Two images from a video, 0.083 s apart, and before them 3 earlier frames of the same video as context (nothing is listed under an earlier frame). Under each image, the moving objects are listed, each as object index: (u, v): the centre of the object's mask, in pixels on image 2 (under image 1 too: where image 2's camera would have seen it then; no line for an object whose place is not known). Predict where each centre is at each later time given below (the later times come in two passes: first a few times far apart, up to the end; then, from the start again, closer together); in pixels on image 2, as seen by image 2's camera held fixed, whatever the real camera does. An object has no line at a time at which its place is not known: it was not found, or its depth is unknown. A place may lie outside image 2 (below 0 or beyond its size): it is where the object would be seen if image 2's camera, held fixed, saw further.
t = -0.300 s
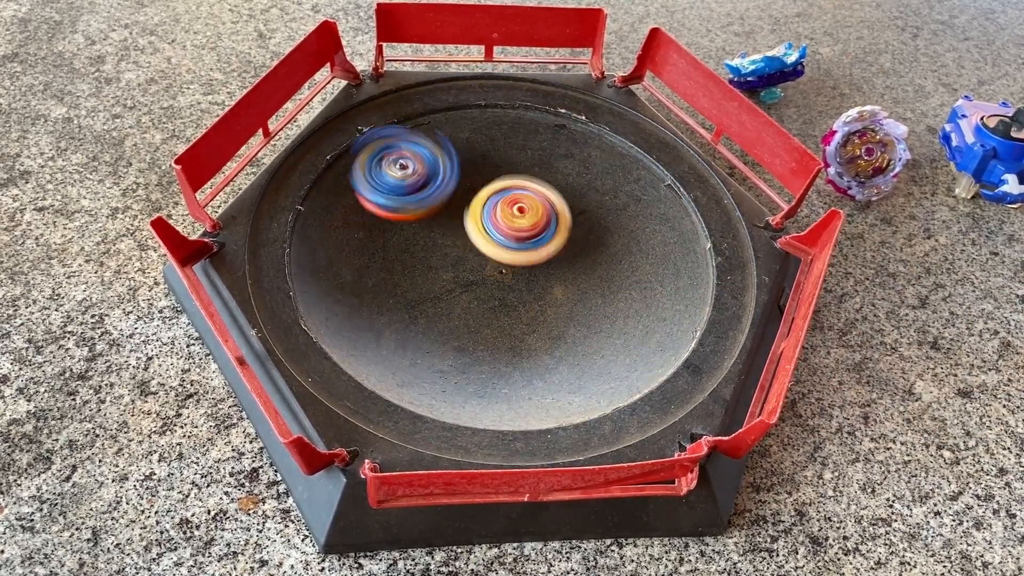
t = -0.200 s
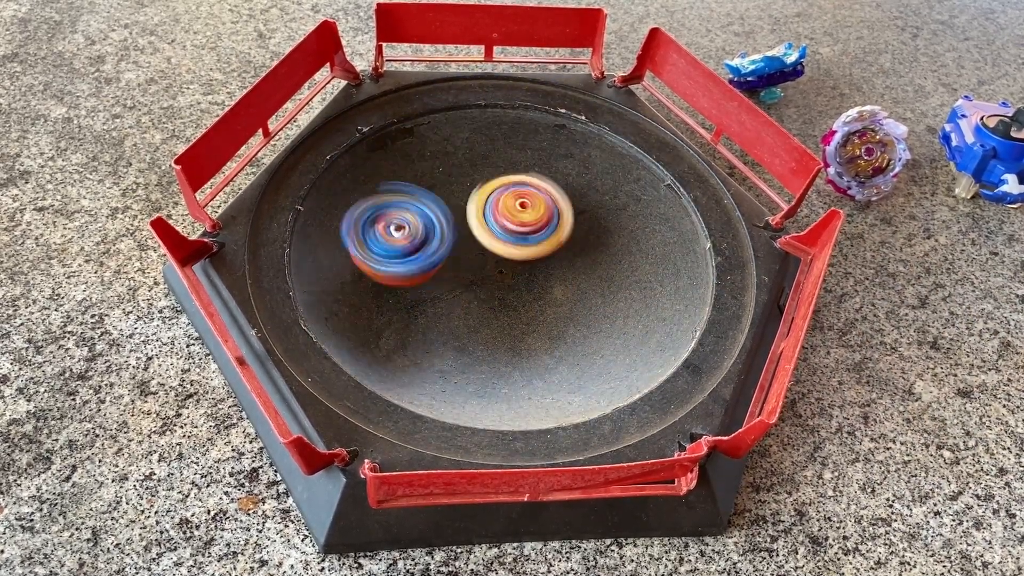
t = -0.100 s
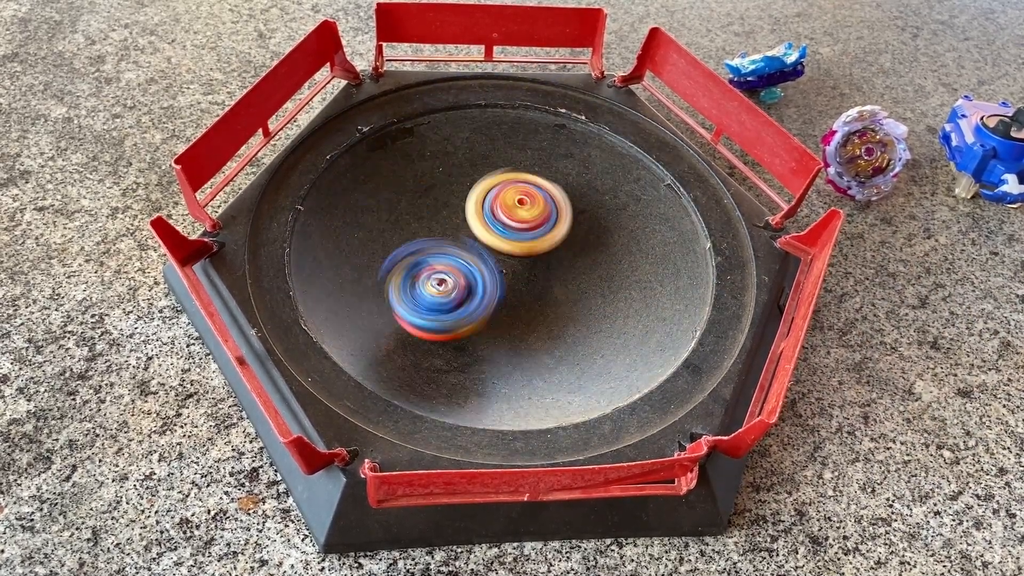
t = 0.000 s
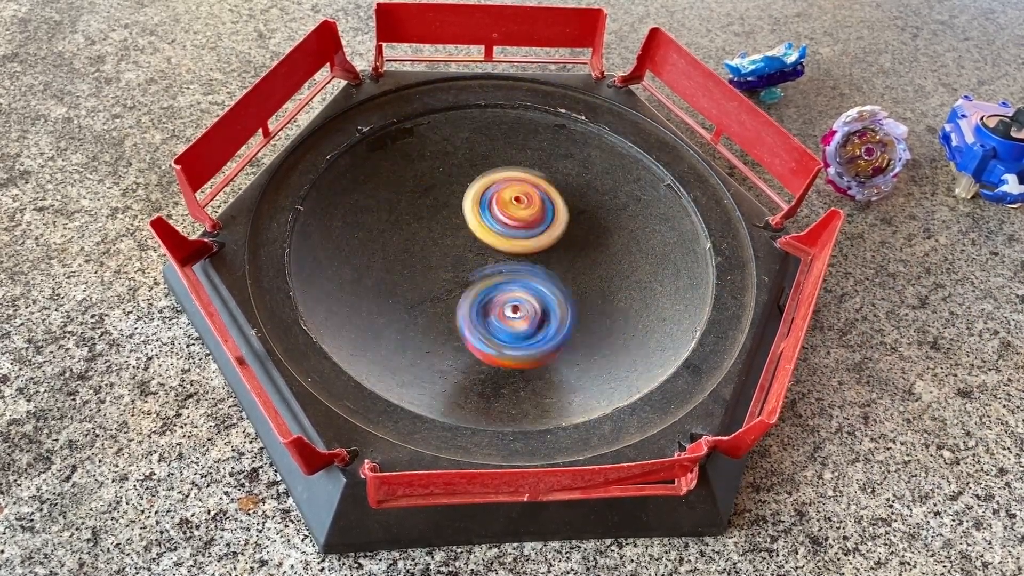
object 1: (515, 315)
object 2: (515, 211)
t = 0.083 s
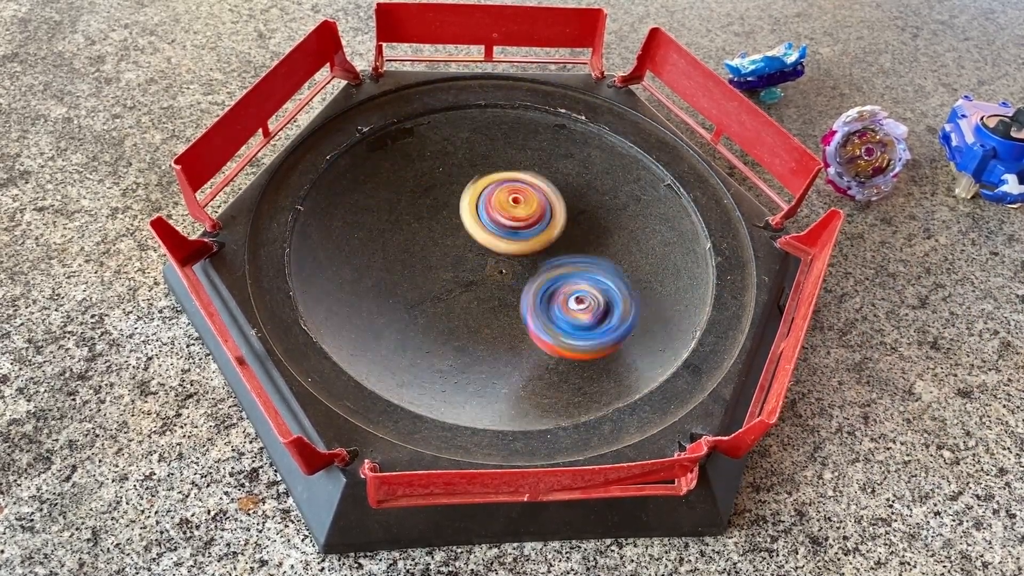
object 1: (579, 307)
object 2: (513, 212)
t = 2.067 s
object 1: (600, 154)
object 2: (462, 221)
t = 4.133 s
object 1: (500, 238)
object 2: (429, 176)
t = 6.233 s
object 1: (526, 266)
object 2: (388, 197)
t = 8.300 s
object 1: (468, 231)
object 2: (571, 286)
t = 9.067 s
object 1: (489, 243)
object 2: (415, 183)
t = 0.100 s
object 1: (589, 301)
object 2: (513, 211)
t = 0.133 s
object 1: (607, 289)
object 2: (511, 213)
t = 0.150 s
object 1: (615, 281)
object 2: (512, 212)
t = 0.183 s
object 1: (625, 264)
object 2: (508, 213)
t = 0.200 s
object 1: (628, 256)
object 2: (510, 213)
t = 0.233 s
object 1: (630, 237)
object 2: (506, 214)
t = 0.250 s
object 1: (628, 228)
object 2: (507, 215)
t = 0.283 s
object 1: (621, 210)
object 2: (504, 214)
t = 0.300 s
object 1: (614, 202)
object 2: (504, 216)
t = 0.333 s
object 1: (603, 187)
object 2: (502, 216)
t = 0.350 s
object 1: (597, 179)
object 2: (498, 218)
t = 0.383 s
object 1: (584, 164)
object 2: (491, 221)
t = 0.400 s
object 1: (577, 156)
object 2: (489, 223)
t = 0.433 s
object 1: (558, 143)
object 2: (486, 224)
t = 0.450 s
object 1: (547, 139)
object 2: (486, 224)
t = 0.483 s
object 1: (526, 131)
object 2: (486, 224)
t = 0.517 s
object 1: (502, 128)
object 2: (486, 225)
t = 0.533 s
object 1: (491, 129)
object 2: (485, 225)
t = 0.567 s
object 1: (468, 133)
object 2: (485, 226)
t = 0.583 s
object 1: (456, 137)
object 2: (485, 226)
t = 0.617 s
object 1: (437, 146)
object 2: (485, 226)
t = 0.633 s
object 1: (427, 148)
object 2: (486, 228)
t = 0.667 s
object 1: (407, 157)
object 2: (489, 233)
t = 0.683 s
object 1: (400, 163)
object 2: (489, 233)
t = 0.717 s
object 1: (385, 176)
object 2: (489, 237)
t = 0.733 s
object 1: (380, 184)
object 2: (490, 237)
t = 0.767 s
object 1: (375, 201)
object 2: (488, 238)
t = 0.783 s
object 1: (374, 211)
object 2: (489, 239)
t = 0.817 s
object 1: (377, 230)
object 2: (489, 239)
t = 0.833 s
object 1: (376, 239)
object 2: (491, 240)
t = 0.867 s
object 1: (380, 258)
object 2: (496, 240)
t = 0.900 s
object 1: (390, 275)
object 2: (499, 239)
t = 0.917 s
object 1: (397, 284)
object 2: (500, 239)
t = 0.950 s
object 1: (417, 298)
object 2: (501, 238)
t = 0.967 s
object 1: (427, 304)
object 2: (499, 237)
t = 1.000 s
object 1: (450, 313)
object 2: (495, 235)
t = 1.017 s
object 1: (465, 315)
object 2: (492, 233)
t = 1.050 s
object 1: (490, 316)
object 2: (490, 232)
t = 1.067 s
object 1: (503, 315)
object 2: (489, 229)
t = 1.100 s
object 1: (528, 313)
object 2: (489, 227)
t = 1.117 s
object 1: (539, 310)
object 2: (493, 227)
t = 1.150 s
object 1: (560, 301)
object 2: (496, 225)
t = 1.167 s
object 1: (568, 296)
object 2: (496, 225)
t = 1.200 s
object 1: (582, 283)
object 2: (498, 223)
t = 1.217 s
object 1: (589, 274)
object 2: (498, 223)
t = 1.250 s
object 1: (607, 263)
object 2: (490, 217)
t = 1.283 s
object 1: (648, 257)
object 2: (461, 203)
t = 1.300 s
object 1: (665, 253)
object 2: (448, 196)
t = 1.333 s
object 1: (687, 241)
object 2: (430, 185)
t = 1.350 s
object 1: (695, 233)
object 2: (425, 179)
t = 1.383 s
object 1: (705, 213)
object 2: (417, 169)
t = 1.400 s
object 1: (704, 205)
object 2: (415, 166)
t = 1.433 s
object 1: (706, 189)
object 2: (414, 158)
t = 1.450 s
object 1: (706, 183)
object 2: (415, 155)
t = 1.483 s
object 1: (708, 173)
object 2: (420, 150)
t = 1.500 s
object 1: (710, 169)
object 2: (425, 147)
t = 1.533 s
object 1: (715, 165)
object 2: (432, 145)
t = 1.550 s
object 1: (718, 163)
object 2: (436, 146)
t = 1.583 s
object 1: (722, 163)
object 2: (446, 145)
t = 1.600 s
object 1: (723, 163)
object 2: (450, 145)
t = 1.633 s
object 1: (722, 164)
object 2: (459, 149)
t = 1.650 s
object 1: (723, 163)
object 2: (465, 151)
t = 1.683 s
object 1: (722, 163)
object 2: (473, 157)
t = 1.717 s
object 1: (720, 164)
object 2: (480, 164)
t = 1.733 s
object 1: (721, 164)
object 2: (483, 168)
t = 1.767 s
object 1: (716, 165)
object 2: (489, 175)
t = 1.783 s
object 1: (713, 166)
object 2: (490, 177)
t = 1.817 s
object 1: (710, 169)
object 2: (495, 182)
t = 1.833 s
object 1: (707, 172)
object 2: (498, 185)
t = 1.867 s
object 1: (700, 172)
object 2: (502, 188)
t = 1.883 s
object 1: (693, 172)
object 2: (502, 189)
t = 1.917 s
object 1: (678, 175)
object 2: (503, 191)
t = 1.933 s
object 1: (666, 173)
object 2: (504, 192)
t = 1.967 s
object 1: (640, 172)
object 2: (502, 195)
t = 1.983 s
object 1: (625, 171)
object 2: (502, 199)
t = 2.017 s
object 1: (599, 171)
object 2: (501, 204)
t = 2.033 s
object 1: (587, 171)
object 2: (499, 206)
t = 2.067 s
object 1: (600, 154)
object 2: (462, 221)
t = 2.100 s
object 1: (614, 138)
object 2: (422, 239)
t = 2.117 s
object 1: (617, 131)
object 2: (405, 246)
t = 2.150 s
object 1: (615, 121)
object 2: (375, 258)
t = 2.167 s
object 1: (610, 117)
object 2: (362, 262)
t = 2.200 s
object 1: (596, 114)
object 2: (345, 269)
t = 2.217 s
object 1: (585, 113)
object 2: (342, 271)
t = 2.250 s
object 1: (568, 112)
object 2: (338, 274)
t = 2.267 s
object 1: (557, 112)
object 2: (337, 274)
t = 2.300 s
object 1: (540, 116)
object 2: (343, 273)
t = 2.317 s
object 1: (529, 120)
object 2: (348, 273)
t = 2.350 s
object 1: (513, 129)
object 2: (358, 271)
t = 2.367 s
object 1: (503, 135)
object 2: (363, 269)
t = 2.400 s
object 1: (490, 149)
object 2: (376, 267)
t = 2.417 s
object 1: (482, 157)
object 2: (384, 267)
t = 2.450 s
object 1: (473, 172)
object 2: (398, 264)
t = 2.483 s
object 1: (465, 188)
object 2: (411, 262)
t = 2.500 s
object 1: (465, 192)
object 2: (415, 264)
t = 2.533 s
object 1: (472, 183)
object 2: (423, 277)
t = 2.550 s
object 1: (472, 182)
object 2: (426, 283)
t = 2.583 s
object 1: (478, 178)
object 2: (433, 291)
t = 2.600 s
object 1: (479, 179)
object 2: (438, 294)
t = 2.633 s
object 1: (480, 179)
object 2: (445, 296)
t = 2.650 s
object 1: (479, 179)
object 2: (448, 295)
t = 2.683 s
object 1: (481, 181)
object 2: (457, 295)
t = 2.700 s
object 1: (480, 181)
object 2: (462, 295)
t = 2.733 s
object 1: (483, 184)
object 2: (470, 295)
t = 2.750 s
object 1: (483, 185)
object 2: (475, 296)
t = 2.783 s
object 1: (488, 188)
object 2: (484, 295)
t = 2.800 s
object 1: (488, 190)
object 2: (488, 294)
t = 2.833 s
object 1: (494, 192)
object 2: (499, 292)
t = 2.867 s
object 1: (499, 194)
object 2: (512, 289)
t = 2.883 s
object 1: (502, 196)
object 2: (521, 288)
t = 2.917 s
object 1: (508, 197)
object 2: (536, 285)
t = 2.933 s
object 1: (511, 199)
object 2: (545, 284)
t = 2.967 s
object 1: (518, 200)
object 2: (559, 280)
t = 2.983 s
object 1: (520, 202)
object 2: (565, 278)
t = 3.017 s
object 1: (524, 201)
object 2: (580, 274)
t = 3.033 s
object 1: (525, 202)
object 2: (587, 272)
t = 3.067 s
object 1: (529, 200)
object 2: (595, 268)
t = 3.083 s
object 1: (529, 200)
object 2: (599, 267)
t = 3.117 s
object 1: (532, 199)
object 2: (601, 262)
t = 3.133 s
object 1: (531, 198)
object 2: (602, 259)
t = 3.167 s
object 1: (531, 197)
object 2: (607, 256)
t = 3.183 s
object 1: (527, 196)
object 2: (608, 255)
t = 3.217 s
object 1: (524, 195)
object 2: (608, 250)
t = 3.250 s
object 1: (519, 194)
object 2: (609, 246)
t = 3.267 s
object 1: (515, 195)
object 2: (610, 244)
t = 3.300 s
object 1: (509, 195)
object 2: (608, 241)
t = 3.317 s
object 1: (506, 197)
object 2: (607, 238)
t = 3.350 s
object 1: (502, 199)
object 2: (604, 234)
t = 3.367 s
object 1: (498, 200)
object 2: (602, 231)
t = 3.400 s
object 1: (495, 203)
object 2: (599, 229)
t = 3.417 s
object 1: (493, 206)
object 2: (597, 228)
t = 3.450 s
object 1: (491, 209)
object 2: (592, 223)
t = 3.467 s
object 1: (489, 212)
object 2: (591, 221)
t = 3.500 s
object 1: (482, 216)
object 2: (589, 217)
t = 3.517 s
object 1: (477, 219)
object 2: (587, 214)
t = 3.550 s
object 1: (473, 223)
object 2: (579, 209)
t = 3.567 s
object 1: (470, 227)
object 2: (573, 207)
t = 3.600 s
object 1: (467, 232)
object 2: (563, 202)
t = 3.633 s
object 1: (463, 238)
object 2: (550, 195)
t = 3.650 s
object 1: (463, 240)
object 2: (542, 191)
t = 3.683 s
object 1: (462, 246)
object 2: (529, 184)
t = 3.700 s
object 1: (462, 249)
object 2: (521, 182)
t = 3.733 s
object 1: (462, 255)
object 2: (505, 174)
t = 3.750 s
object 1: (464, 258)
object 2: (500, 171)
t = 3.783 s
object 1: (467, 261)
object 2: (486, 167)
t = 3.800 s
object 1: (470, 262)
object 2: (480, 163)
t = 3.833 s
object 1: (474, 264)
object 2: (469, 159)
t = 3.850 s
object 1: (477, 264)
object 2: (464, 157)
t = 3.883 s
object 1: (482, 265)
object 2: (455, 154)
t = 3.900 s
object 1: (484, 266)
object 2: (451, 154)
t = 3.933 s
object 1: (489, 264)
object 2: (446, 152)
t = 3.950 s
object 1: (491, 263)
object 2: (443, 154)
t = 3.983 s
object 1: (495, 260)
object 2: (438, 155)
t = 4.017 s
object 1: (497, 257)
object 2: (436, 159)
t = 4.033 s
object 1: (498, 254)
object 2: (434, 162)
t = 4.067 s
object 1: (499, 250)
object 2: (433, 167)
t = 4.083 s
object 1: (501, 247)
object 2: (433, 169)
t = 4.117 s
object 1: (500, 243)
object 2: (430, 174)
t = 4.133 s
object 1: (500, 238)
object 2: (429, 176)
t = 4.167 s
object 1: (503, 238)
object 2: (424, 180)
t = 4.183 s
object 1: (506, 237)
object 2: (421, 182)
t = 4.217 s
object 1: (508, 235)
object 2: (418, 188)
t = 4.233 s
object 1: (510, 233)
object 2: (417, 189)
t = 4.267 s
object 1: (515, 233)
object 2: (415, 197)
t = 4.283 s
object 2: (414, 199)
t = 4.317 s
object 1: (518, 229)
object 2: (414, 205)
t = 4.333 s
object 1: (519, 227)
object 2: (413, 210)
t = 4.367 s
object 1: (521, 224)
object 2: (415, 214)
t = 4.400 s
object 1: (522, 218)
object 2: (417, 224)
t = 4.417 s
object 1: (521, 216)
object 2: (417, 227)
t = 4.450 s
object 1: (518, 209)
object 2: (422, 234)
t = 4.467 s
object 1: (517, 208)
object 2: (424, 240)
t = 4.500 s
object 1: (515, 201)
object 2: (426, 248)
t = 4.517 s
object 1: (515, 199)
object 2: (429, 254)
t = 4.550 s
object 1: (511, 192)
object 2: (432, 263)
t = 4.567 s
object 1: (509, 190)
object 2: (436, 268)
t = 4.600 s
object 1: (502, 185)
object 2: (440, 277)
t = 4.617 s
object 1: (501, 184)
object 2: (445, 280)
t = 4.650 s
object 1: (493, 181)
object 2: (451, 288)
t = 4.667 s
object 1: (490, 181)
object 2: (455, 290)
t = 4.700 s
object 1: (481, 181)
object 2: (463, 295)
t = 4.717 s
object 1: (479, 182)
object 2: (467, 296)
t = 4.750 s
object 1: (471, 184)
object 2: (477, 298)
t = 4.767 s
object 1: (470, 185)
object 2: (482, 299)
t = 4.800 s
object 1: (464, 190)
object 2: (490, 300)
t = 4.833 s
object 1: (463, 195)
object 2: (499, 299)
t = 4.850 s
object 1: (461, 198)
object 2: (504, 299)
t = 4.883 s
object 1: (462, 204)
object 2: (513, 299)
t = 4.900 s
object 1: (461, 208)
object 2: (518, 297)
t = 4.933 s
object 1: (465, 213)
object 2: (528, 293)
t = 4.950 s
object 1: (467, 216)
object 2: (532, 292)
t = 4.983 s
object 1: (472, 221)
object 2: (542, 288)
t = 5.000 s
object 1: (472, 221)
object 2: (548, 288)
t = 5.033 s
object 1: (458, 213)
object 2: (570, 290)
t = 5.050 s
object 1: (453, 210)
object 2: (580, 289)
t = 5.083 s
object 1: (446, 207)
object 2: (595, 287)
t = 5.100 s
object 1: (444, 206)
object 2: (600, 284)
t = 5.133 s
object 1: (435, 204)
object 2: (608, 279)
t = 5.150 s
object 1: (432, 204)
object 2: (611, 276)
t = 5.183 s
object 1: (425, 205)
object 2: (613, 270)
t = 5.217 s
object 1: (423, 208)
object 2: (617, 263)
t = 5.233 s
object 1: (421, 209)
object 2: (616, 258)
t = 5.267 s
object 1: (422, 212)
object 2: (617, 254)
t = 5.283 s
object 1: (421, 214)
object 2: (615, 248)
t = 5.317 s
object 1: (425, 217)
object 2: (614, 242)
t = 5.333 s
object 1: (427, 219)
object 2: (612, 238)
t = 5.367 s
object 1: (435, 221)
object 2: (608, 229)
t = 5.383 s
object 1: (438, 223)
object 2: (606, 226)
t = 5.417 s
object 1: (446, 223)
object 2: (600, 216)
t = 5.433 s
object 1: (451, 223)
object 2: (597, 213)
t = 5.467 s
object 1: (458, 221)
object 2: (590, 204)
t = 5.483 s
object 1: (463, 221)
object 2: (585, 199)
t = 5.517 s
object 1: (471, 218)
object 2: (577, 191)
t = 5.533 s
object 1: (477, 216)
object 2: (573, 185)
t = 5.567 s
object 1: (483, 213)
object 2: (565, 176)
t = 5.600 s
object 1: (482, 214)
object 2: (559, 165)
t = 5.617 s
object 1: (479, 215)
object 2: (553, 161)
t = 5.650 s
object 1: (478, 216)
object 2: (544, 155)
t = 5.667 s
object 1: (477, 217)
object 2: (540, 153)
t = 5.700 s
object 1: (476, 219)
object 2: (528, 150)
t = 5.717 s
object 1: (476, 221)
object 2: (523, 149)
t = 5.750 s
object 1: (474, 220)
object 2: (511, 148)
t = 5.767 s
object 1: (475, 222)
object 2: (506, 147)
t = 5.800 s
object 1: (472, 225)
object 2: (493, 146)
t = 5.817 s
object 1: (472, 228)
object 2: (488, 146)
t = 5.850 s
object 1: (472, 232)
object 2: (478, 146)
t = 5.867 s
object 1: (472, 233)
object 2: (473, 146)
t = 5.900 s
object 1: (473, 236)
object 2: (465, 150)
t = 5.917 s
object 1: (472, 237)
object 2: (459, 151)
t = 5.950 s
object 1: (475, 241)
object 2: (450, 155)
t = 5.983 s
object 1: (476, 244)
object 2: (439, 159)
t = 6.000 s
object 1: (478, 245)
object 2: (435, 162)
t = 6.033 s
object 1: (476, 245)
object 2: (428, 166)
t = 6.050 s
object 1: (479, 245)
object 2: (425, 171)
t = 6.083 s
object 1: (480, 248)
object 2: (419, 177)
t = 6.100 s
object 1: (482, 248)
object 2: (415, 180)
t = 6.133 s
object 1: (485, 248)
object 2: (409, 188)
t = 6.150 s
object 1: (494, 253)
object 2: (405, 189)
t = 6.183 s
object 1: (508, 260)
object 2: (395, 190)
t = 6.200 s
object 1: (514, 264)
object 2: (392, 192)
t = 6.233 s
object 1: (526, 266)
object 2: (388, 197)
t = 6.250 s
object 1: (533, 268)
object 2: (388, 200)
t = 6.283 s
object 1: (542, 269)
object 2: (387, 207)
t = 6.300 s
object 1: (550, 269)
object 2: (388, 209)
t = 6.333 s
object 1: (561, 267)
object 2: (392, 216)
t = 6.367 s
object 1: (572, 263)
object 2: (395, 225)
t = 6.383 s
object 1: (577, 260)
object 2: (399, 230)
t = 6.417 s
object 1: (582, 253)
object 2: (407, 241)
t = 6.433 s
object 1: (586, 250)
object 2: (411, 244)
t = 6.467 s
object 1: (586, 241)
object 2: (422, 254)
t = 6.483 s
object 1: (587, 236)
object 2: (428, 259)
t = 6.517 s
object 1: (583, 229)
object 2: (441, 267)
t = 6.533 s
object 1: (580, 224)
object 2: (448, 270)
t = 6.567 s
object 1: (575, 217)
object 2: (464, 279)
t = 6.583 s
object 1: (570, 214)
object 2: (470, 281)
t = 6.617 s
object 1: (560, 206)
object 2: (486, 287)
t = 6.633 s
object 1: (555, 205)
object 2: (494, 290)
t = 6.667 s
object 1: (543, 202)
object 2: (510, 292)
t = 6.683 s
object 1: (536, 201)
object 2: (519, 293)
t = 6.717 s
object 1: (524, 199)
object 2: (536, 294)
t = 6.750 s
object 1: (513, 197)
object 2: (548, 293)
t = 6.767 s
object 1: (507, 197)
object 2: (554, 292)
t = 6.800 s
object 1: (494, 196)
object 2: (567, 289)
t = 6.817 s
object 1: (489, 197)
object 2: (571, 287)
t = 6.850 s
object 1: (475, 198)
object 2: (579, 283)
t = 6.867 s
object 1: (471, 199)
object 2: (584, 280)
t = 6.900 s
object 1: (459, 202)
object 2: (588, 275)
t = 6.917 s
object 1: (453, 203)
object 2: (590, 272)
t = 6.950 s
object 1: (446, 207)
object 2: (592, 265)
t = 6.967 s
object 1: (440, 210)
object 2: (591, 262)
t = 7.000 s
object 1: (433, 216)
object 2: (592, 254)
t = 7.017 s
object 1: (430, 219)
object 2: (590, 250)
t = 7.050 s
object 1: (424, 227)
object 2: (588, 240)
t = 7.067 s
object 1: (424, 230)
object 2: (585, 237)
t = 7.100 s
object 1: (424, 239)
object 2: (580, 228)
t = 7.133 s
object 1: (428, 246)
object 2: (574, 217)
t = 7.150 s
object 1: (431, 250)
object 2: (569, 214)
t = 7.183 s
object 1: (435, 255)
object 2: (560, 204)
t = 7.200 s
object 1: (440, 256)
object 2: (555, 201)
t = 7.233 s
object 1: (449, 261)
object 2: (545, 190)
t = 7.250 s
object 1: (452, 262)
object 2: (539, 187)
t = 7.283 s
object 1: (464, 263)
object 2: (527, 180)
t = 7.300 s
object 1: (468, 263)
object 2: (522, 177)
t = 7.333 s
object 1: (478, 261)
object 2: (509, 169)
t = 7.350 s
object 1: (484, 261)
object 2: (503, 166)
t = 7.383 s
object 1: (490, 255)
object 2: (492, 164)
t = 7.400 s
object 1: (496, 253)
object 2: (486, 161)
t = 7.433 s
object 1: (504, 248)
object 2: (473, 158)
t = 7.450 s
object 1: (506, 245)
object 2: (469, 157)
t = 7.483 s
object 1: (514, 239)
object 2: (458, 158)
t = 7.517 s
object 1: (517, 233)
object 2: (447, 158)
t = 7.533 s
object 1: (519, 229)
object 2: (444, 160)
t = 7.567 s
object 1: (526, 224)
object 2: (437, 163)
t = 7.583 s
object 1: (527, 221)
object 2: (434, 166)
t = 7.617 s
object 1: (531, 213)
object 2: (430, 171)
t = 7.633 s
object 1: (533, 209)
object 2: (428, 174)
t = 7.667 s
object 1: (531, 201)
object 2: (424, 180)
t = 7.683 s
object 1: (533, 197)
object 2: (423, 183)
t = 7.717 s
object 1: (530, 190)
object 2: (422, 192)
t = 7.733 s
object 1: (528, 186)
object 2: (421, 196)
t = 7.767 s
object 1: (526, 179)
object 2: (422, 208)
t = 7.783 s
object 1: (522, 177)
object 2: (423, 213)
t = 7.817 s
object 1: (515, 170)
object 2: (427, 224)
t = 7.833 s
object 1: (512, 169)
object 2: (430, 229)
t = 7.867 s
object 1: (502, 166)
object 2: (436, 240)
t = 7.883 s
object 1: (498, 165)
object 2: (441, 246)
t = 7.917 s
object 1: (490, 167)
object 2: (448, 256)
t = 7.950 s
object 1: (481, 168)
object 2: (458, 266)
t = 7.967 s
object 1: (479, 171)
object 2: (463, 270)
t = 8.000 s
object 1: (470, 177)
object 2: (474, 278)
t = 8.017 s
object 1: (468, 179)
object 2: (480, 281)
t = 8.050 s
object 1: (465, 186)
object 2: (493, 288)
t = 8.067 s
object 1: (463, 190)
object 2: (498, 290)
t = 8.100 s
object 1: (462, 197)
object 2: (509, 293)
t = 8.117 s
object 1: (463, 201)
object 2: (514, 294)
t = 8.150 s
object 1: (462, 210)
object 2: (526, 296)
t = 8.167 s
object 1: (464, 212)
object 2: (532, 295)
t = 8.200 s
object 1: (469, 222)
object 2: (541, 293)
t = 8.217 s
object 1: (469, 225)
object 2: (545, 293)
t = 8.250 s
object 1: (476, 231)
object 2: (552, 289)
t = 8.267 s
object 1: (473, 231)
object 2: (560, 289)
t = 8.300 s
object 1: (468, 231)
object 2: (571, 286)
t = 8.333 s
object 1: (464, 230)
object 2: (579, 281)
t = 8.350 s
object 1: (461, 231)
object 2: (581, 278)
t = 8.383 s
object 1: (456, 230)
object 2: (580, 271)
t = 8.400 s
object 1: (454, 231)
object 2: (580, 267)
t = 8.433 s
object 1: (449, 232)
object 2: (582, 258)
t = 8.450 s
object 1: (447, 232)
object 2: (580, 253)
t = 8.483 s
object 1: (447, 233)
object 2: (574, 246)
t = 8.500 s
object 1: (444, 235)
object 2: (571, 242)
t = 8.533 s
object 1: (444, 235)
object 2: (563, 232)
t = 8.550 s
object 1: (445, 235)
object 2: (561, 229)
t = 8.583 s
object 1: (444, 236)
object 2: (553, 219)
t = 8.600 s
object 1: (444, 236)
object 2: (548, 214)
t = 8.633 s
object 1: (447, 236)
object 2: (538, 207)
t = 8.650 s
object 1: (446, 237)
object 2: (533, 203)
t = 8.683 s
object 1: (449, 235)
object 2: (523, 194)
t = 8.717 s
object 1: (450, 239)
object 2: (511, 183)
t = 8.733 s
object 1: (449, 240)
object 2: (504, 181)
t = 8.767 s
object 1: (450, 244)
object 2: (487, 173)
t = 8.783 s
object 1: (452, 245)
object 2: (482, 171)
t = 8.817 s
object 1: (453, 248)
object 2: (468, 170)
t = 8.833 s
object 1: (455, 248)
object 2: (463, 169)
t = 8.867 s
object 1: (461, 251)
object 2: (450, 167)
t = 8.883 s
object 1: (462, 250)
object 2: (444, 164)
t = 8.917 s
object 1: (466, 251)
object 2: (433, 165)
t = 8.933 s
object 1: (469, 249)
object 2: (429, 166)
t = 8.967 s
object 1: (473, 249)
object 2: (424, 172)
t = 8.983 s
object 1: (474, 247)
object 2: (423, 173)
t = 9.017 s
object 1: (480, 245)
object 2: (423, 176)
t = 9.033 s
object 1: (482, 243)
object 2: (422, 178)
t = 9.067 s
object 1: (489, 243)
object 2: (415, 183)
